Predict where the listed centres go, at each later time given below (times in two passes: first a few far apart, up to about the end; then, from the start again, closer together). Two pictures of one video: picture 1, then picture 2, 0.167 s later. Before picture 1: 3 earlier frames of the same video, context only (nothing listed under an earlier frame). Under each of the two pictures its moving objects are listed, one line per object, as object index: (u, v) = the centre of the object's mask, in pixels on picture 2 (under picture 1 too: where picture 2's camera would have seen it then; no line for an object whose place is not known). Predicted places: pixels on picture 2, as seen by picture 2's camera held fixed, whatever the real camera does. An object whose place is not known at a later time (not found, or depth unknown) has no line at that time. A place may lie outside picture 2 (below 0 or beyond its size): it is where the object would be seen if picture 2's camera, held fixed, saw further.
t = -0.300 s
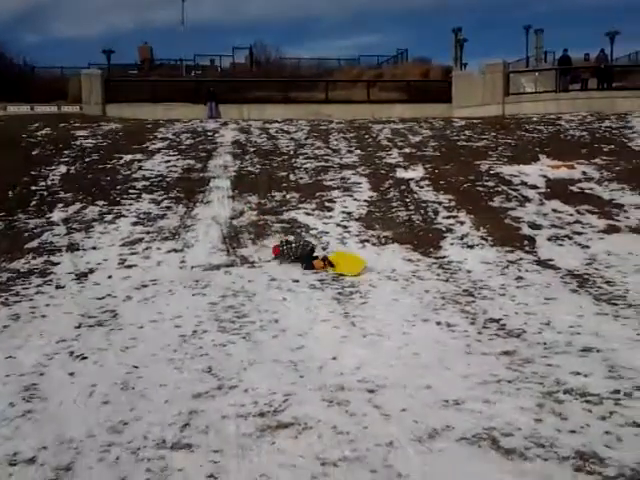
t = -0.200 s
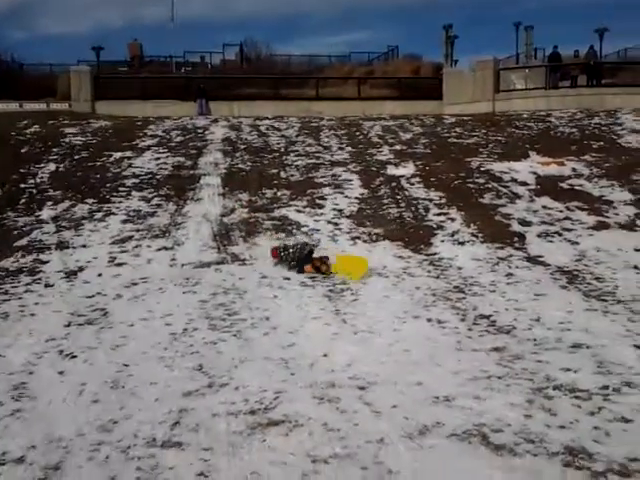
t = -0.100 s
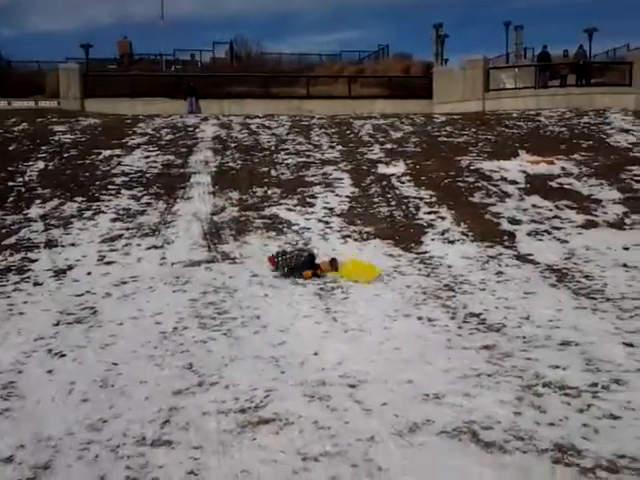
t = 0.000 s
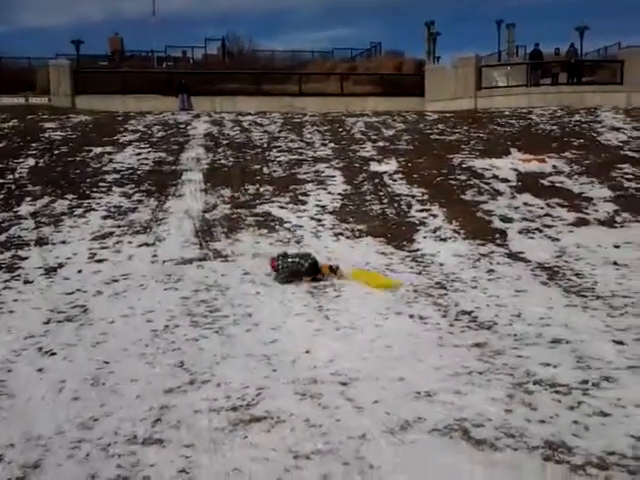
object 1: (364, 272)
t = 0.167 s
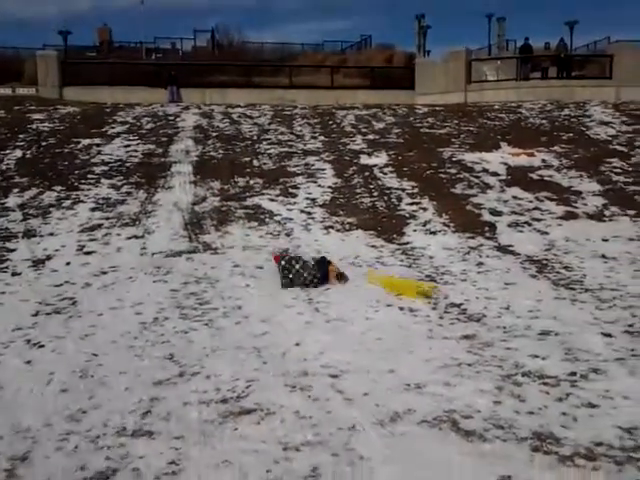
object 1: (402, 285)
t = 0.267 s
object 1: (427, 293)
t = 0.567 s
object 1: (529, 318)
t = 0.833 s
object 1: (638, 336)
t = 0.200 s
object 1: (413, 289)
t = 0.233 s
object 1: (420, 291)
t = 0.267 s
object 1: (427, 293)
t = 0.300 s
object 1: (434, 294)
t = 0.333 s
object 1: (439, 296)
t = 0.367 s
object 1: (456, 300)
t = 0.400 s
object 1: (471, 305)
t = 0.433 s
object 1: (482, 306)
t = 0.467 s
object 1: (494, 310)
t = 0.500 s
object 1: (505, 313)
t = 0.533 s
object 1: (519, 316)
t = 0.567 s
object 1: (529, 318)
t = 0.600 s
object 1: (552, 322)
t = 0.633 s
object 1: (560, 323)
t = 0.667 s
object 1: (579, 326)
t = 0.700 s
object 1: (598, 330)
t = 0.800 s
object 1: (630, 335)
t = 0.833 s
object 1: (638, 336)
